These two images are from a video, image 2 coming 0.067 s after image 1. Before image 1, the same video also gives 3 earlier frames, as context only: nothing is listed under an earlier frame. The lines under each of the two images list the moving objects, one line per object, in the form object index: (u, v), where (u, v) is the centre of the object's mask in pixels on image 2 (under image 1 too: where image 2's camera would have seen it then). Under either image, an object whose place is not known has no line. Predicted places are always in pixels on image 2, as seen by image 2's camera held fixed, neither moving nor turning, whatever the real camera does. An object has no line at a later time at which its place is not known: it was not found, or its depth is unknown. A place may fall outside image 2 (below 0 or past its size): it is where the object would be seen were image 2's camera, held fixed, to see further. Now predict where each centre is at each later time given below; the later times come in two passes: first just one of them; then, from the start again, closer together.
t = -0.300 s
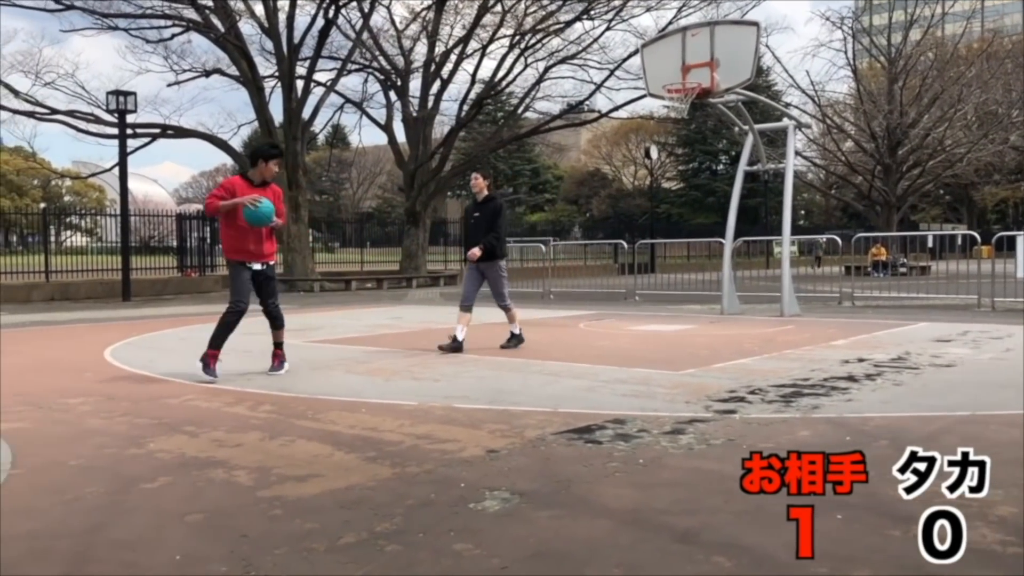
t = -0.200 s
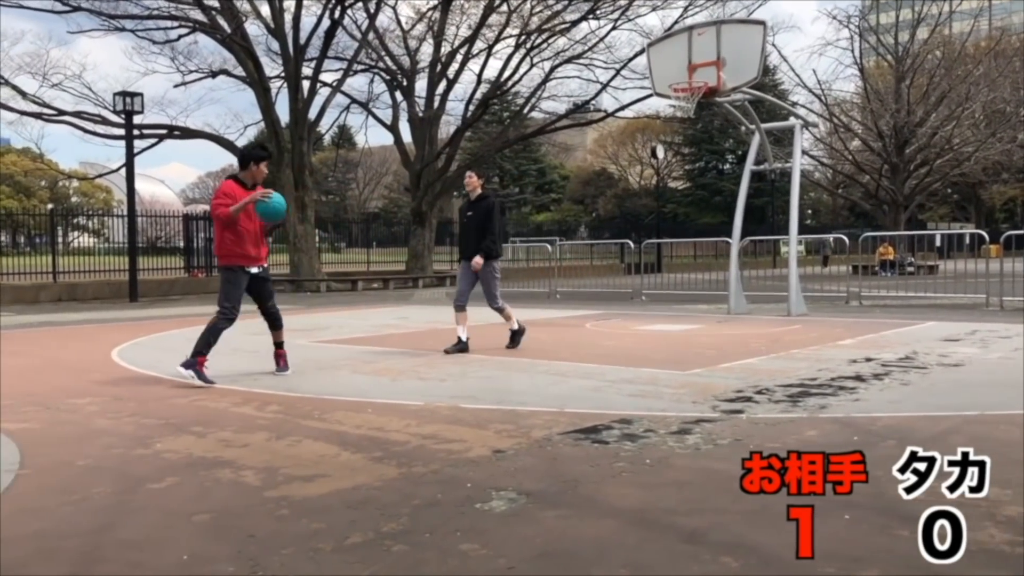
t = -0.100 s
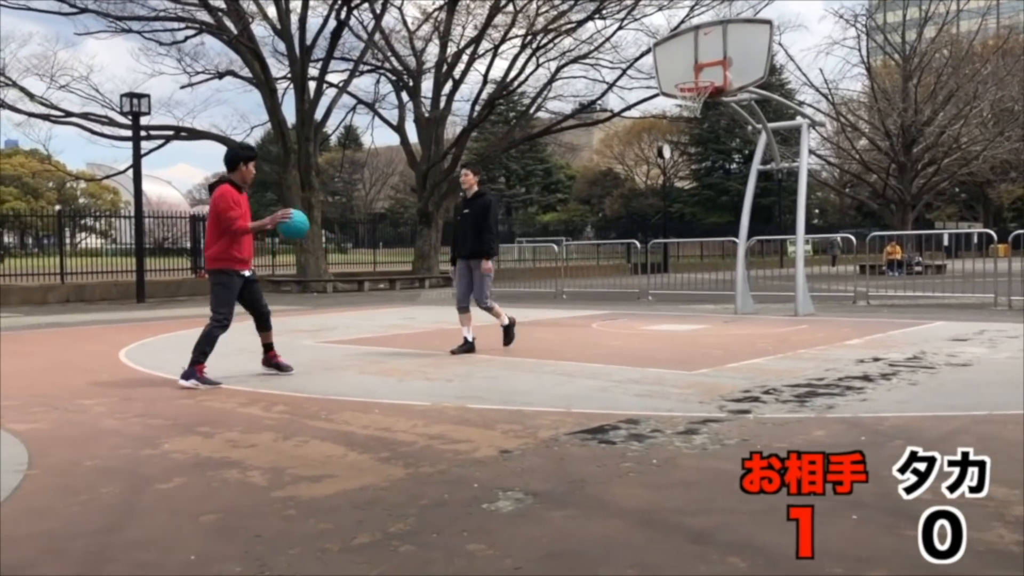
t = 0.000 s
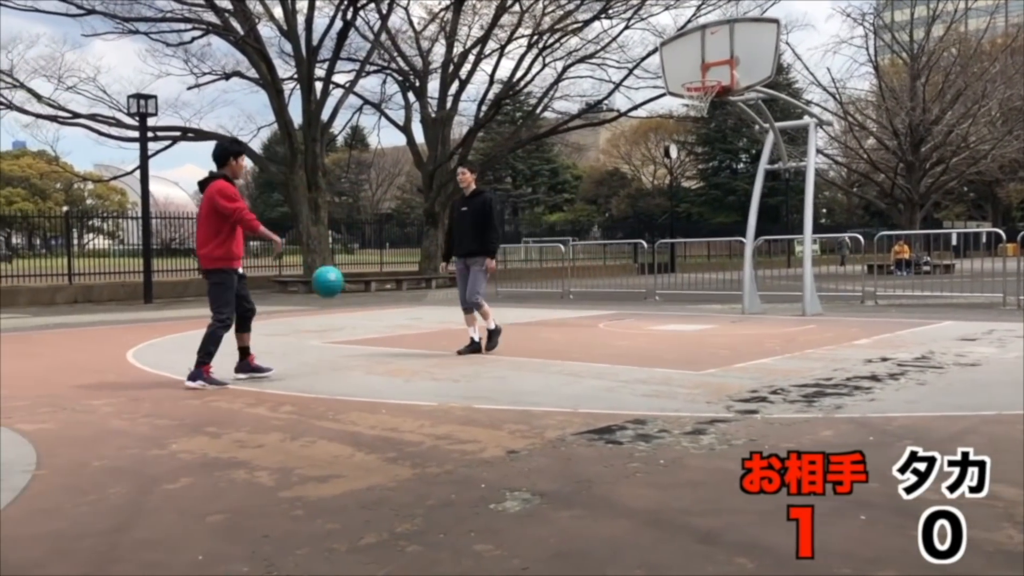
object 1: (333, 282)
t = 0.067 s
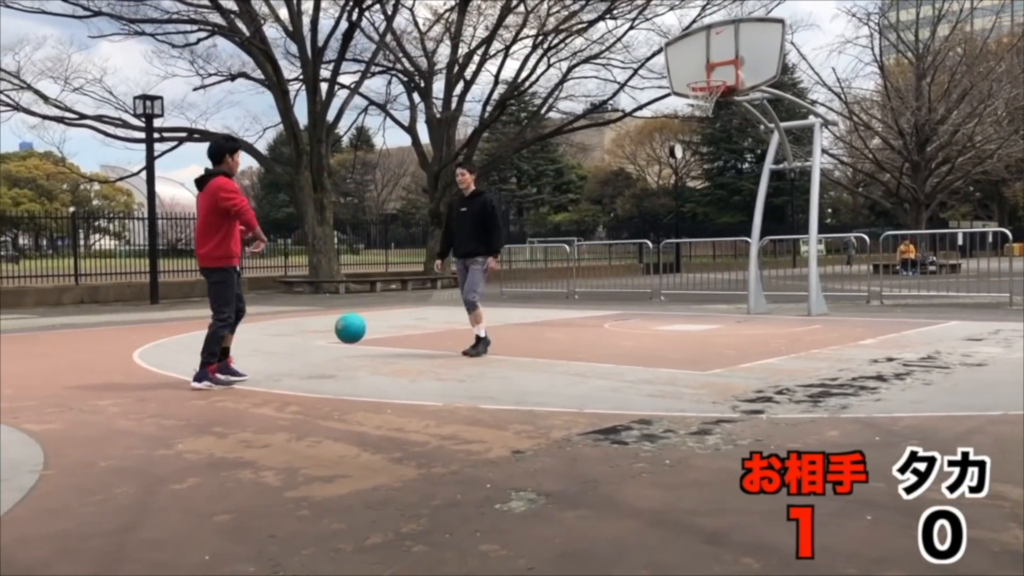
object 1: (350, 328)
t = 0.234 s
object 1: (368, 299)
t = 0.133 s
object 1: (363, 351)
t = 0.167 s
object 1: (365, 332)
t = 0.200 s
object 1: (367, 314)
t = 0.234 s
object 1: (368, 299)
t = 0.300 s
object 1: (372, 271)
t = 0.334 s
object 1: (374, 260)
